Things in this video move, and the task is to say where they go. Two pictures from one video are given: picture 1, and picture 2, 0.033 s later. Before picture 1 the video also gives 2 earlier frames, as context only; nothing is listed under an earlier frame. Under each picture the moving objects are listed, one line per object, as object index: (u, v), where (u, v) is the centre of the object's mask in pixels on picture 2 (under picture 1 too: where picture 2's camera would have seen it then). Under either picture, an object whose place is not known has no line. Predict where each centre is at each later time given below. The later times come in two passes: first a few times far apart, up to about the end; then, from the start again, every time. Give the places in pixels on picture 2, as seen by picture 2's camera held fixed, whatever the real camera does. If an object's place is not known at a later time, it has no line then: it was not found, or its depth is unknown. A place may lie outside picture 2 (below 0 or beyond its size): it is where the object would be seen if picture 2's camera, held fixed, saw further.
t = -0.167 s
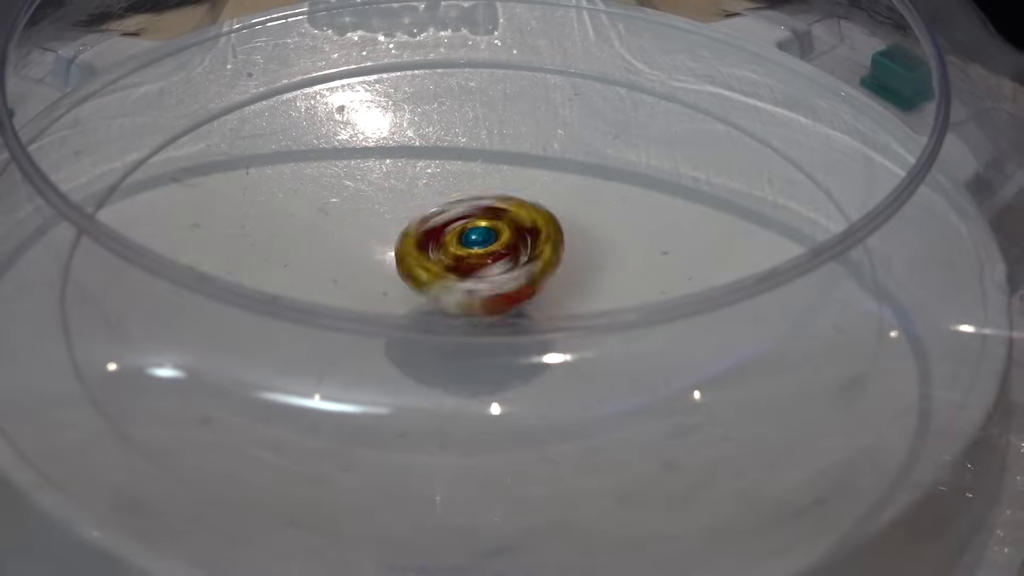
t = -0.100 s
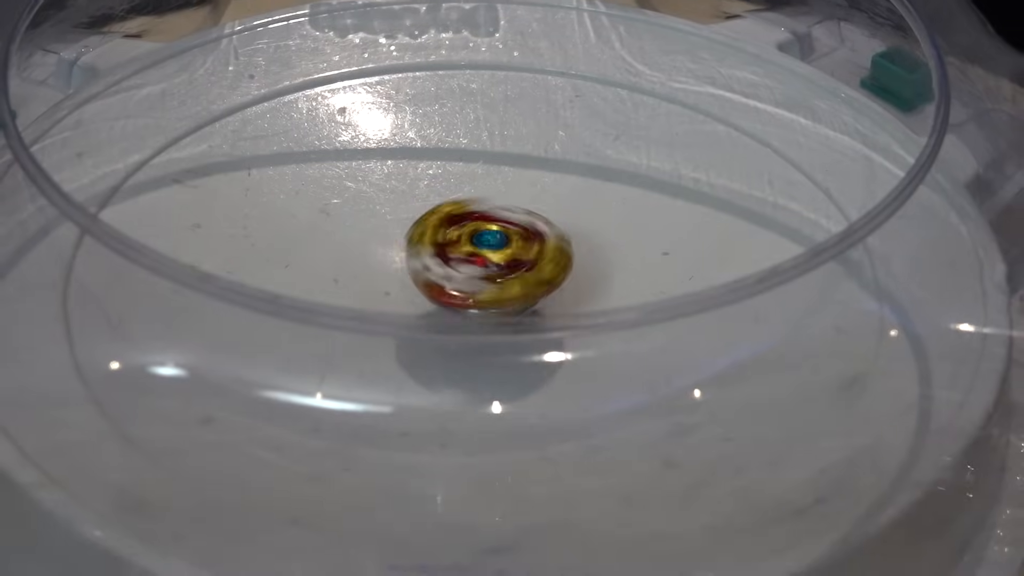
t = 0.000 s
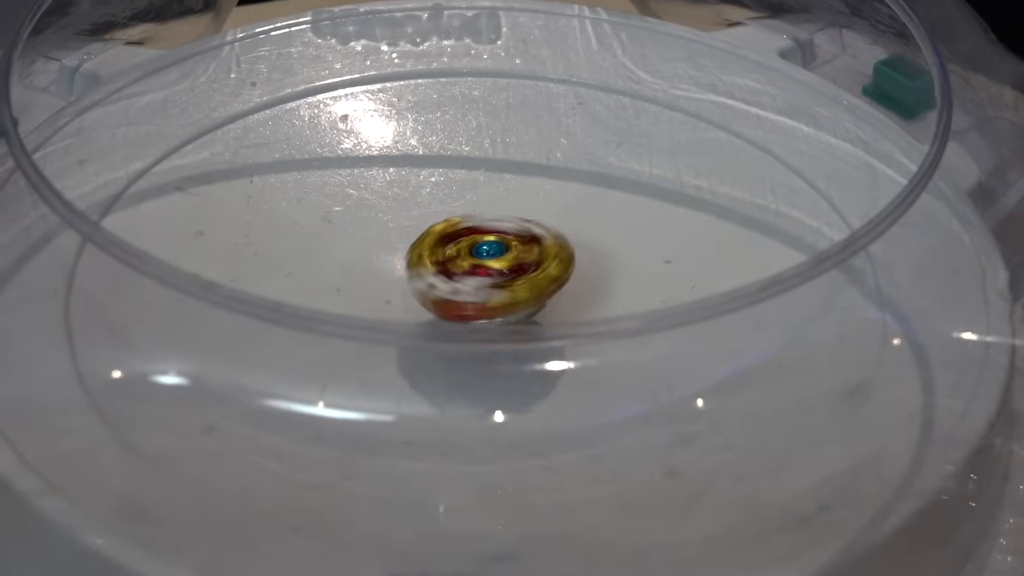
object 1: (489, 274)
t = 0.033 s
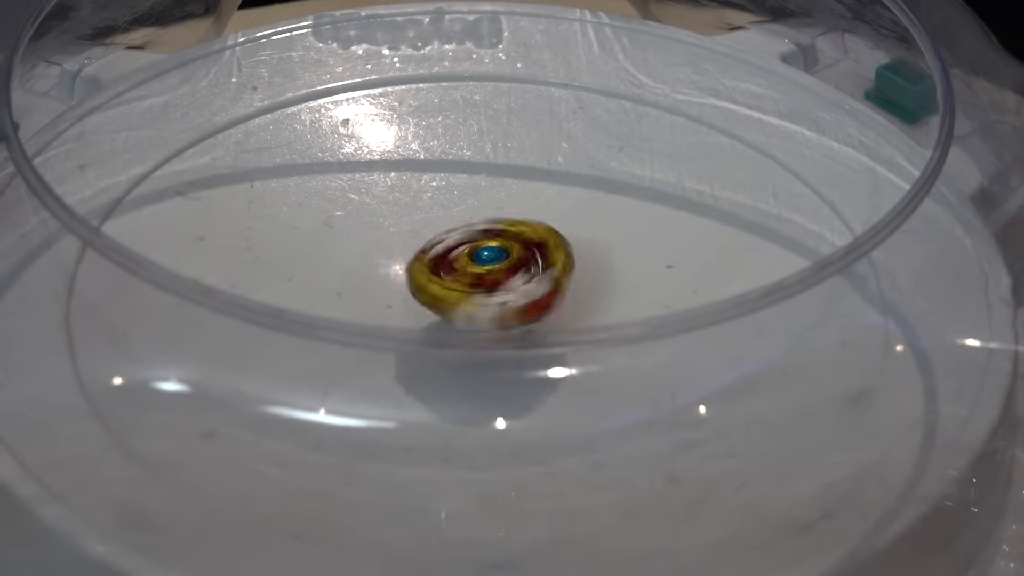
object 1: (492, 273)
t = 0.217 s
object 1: (477, 275)
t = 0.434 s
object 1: (476, 261)
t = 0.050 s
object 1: (488, 275)
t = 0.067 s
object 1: (490, 273)
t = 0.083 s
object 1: (492, 275)
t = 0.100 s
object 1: (487, 276)
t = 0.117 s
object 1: (487, 274)
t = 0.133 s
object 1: (486, 276)
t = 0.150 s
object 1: (480, 276)
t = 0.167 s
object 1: (479, 275)
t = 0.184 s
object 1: (482, 277)
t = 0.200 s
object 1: (479, 277)
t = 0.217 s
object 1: (477, 275)
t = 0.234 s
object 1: (481, 276)
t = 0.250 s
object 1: (479, 276)
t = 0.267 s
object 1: (476, 272)
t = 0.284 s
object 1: (480, 273)
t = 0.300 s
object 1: (477, 272)
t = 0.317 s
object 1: (473, 270)
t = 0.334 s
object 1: (477, 269)
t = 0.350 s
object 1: (473, 268)
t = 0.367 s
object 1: (469, 266)
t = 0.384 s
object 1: (474, 264)
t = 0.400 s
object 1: (474, 264)
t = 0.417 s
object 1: (472, 263)
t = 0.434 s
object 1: (476, 261)
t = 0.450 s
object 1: (478, 262)
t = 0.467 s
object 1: (475, 262)
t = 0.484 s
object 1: (479, 260)
